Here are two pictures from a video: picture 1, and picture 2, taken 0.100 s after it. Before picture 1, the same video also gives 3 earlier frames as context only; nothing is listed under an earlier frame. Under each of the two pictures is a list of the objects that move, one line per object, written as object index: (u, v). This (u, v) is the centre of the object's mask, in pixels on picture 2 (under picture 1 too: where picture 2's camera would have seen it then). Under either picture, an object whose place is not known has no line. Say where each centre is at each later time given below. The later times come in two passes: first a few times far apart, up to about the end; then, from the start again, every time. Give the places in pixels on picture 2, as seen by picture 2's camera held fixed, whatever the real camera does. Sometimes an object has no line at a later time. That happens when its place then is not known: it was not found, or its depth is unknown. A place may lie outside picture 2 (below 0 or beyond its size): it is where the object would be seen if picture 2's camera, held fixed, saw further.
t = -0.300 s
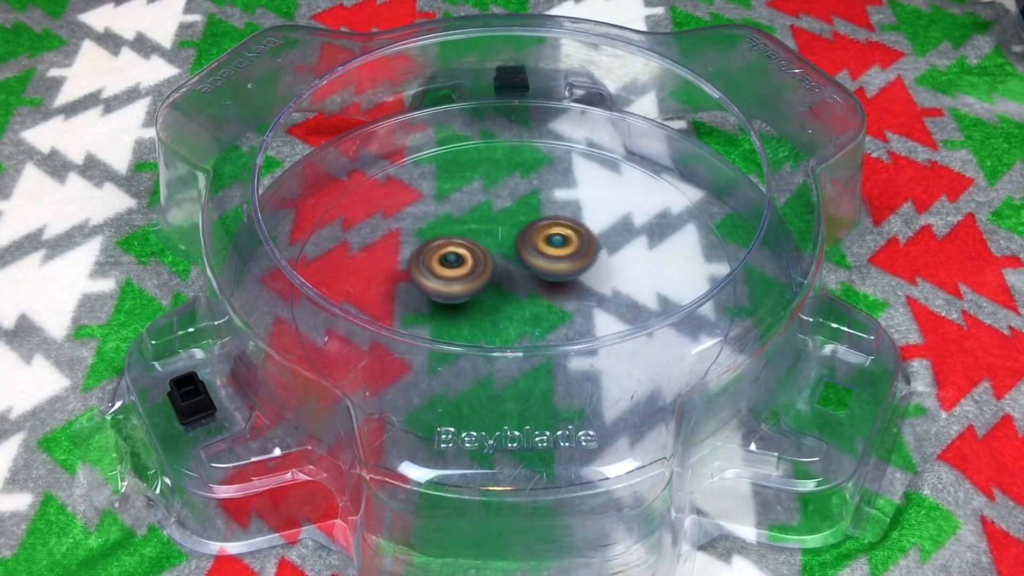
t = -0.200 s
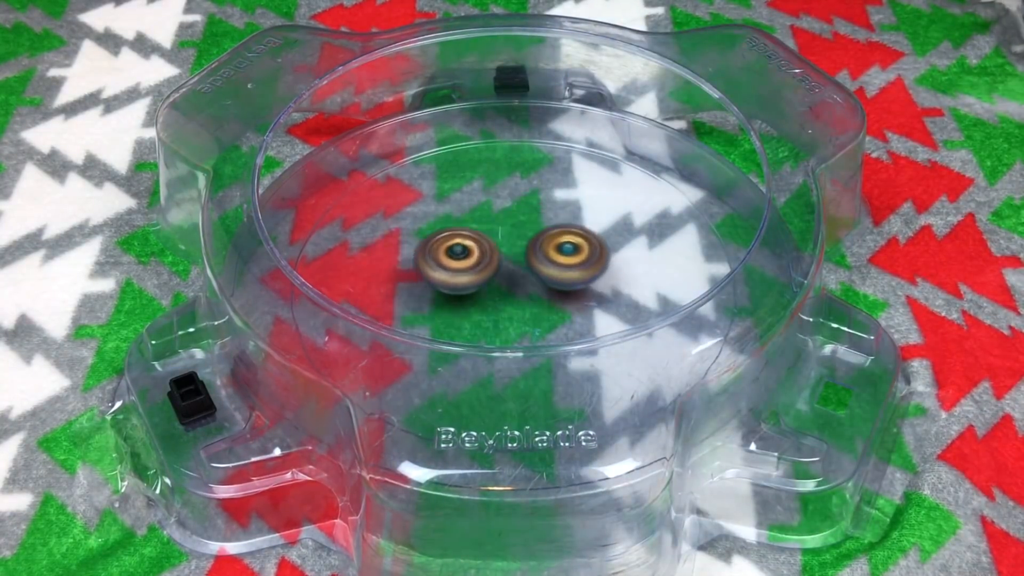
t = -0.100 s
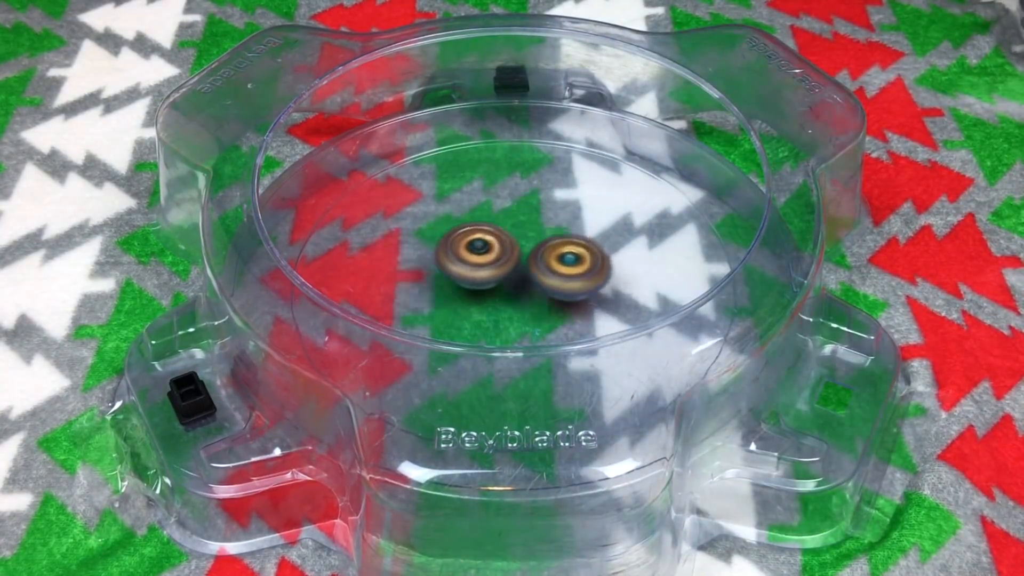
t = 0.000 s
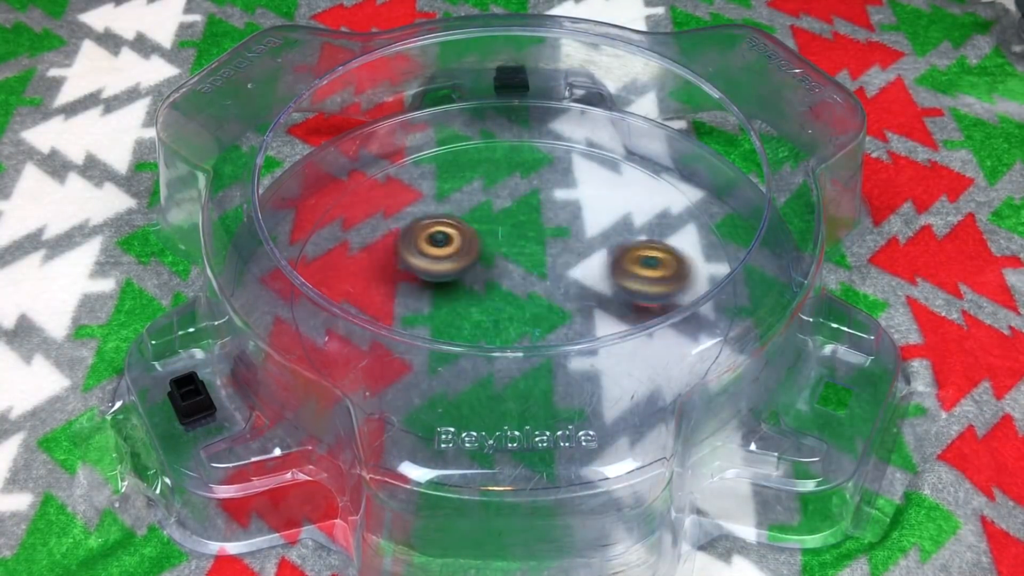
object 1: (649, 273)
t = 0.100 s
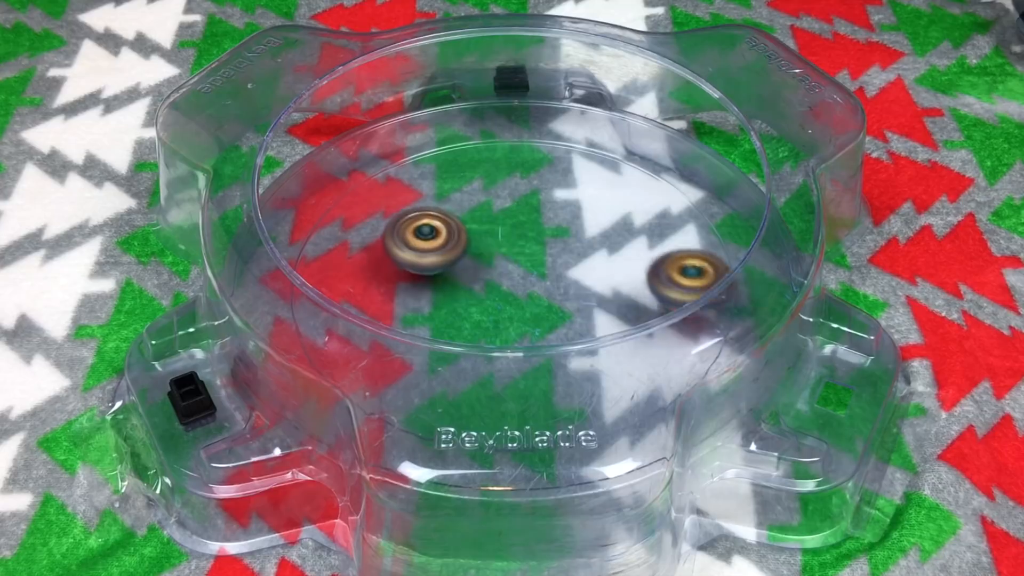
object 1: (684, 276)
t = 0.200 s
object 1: (688, 300)
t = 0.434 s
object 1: (547, 321)
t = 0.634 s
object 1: (469, 314)
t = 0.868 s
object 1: (401, 295)
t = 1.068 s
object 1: (447, 273)
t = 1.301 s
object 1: (486, 228)
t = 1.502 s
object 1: (505, 219)
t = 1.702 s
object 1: (544, 201)
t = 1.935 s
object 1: (576, 147)
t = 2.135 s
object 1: (557, 233)
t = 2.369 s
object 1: (616, 225)
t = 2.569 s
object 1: (577, 248)
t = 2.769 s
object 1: (535, 264)
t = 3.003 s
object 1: (556, 232)
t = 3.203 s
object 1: (546, 249)
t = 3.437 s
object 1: (522, 189)
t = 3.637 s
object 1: (524, 198)
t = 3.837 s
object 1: (528, 230)
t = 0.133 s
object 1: (693, 284)
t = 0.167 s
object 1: (693, 295)
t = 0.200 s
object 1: (688, 300)
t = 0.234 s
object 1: (677, 309)
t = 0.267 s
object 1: (661, 316)
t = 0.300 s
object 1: (641, 320)
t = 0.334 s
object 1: (616, 324)
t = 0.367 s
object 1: (592, 328)
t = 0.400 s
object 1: (567, 322)
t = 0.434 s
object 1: (547, 321)
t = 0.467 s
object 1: (528, 323)
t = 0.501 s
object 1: (513, 323)
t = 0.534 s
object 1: (500, 323)
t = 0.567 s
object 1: (488, 321)
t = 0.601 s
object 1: (478, 318)
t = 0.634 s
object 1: (469, 314)
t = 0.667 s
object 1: (463, 309)
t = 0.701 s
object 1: (453, 305)
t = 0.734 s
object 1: (432, 305)
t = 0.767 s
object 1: (417, 302)
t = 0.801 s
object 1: (407, 300)
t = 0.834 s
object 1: (402, 297)
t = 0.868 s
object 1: (401, 295)
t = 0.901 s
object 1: (403, 292)
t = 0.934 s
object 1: (409, 288)
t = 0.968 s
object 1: (416, 284)
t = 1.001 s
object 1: (426, 280)
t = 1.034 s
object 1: (436, 277)
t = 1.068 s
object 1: (447, 273)
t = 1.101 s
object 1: (458, 269)
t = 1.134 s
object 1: (470, 266)
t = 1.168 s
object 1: (481, 263)
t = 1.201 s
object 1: (491, 260)
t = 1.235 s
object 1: (488, 248)
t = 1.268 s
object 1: (486, 237)
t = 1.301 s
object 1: (486, 228)
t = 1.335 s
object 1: (487, 221)
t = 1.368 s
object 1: (489, 216)
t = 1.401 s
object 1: (491, 214)
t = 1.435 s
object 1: (495, 214)
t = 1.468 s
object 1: (500, 216)
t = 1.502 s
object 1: (505, 219)
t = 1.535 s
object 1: (510, 223)
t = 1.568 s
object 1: (515, 229)
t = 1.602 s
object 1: (519, 235)
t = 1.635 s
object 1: (524, 241)
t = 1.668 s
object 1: (532, 227)
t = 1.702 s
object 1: (544, 201)
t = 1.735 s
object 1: (552, 179)
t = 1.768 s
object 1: (560, 161)
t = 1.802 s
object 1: (566, 149)
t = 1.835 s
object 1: (570, 142)
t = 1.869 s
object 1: (574, 140)
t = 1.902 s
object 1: (576, 142)
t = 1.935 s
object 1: (576, 147)
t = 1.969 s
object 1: (576, 157)
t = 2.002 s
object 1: (574, 169)
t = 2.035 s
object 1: (571, 182)
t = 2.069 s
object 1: (567, 199)
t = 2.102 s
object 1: (562, 215)
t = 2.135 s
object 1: (557, 233)
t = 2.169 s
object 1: (551, 249)
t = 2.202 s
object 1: (566, 240)
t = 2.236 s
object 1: (584, 231)
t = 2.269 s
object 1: (600, 231)
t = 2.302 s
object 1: (608, 223)
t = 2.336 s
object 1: (615, 225)
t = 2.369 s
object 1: (616, 225)
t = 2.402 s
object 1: (612, 226)
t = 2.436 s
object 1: (608, 232)
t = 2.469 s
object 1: (602, 233)
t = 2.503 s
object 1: (594, 239)
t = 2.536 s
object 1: (586, 242)
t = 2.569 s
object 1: (577, 248)
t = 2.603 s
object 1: (569, 251)
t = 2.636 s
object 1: (560, 255)
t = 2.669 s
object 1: (553, 258)
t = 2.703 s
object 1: (546, 261)
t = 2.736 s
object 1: (540, 262)
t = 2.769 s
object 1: (535, 264)
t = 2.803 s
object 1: (530, 265)
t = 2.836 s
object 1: (528, 265)
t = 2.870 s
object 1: (535, 258)
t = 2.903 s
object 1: (544, 247)
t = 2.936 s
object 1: (550, 241)
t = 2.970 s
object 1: (554, 235)
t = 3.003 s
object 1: (556, 232)
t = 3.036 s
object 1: (558, 231)
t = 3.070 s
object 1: (557, 232)
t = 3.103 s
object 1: (556, 234)
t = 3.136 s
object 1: (553, 238)
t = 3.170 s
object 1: (550, 243)
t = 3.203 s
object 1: (546, 249)
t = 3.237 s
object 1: (540, 256)
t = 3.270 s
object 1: (535, 263)
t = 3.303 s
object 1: (533, 252)
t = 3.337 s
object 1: (530, 231)
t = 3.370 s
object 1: (527, 213)
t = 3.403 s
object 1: (524, 199)
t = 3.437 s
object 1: (522, 189)
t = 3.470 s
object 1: (521, 184)
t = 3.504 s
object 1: (520, 183)
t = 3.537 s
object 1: (520, 185)
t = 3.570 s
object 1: (521, 188)
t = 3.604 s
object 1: (523, 192)
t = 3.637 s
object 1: (524, 198)
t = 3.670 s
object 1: (525, 203)
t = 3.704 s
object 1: (526, 208)
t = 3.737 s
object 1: (527, 214)
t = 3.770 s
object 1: (528, 219)
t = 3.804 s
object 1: (528, 225)
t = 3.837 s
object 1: (528, 230)
